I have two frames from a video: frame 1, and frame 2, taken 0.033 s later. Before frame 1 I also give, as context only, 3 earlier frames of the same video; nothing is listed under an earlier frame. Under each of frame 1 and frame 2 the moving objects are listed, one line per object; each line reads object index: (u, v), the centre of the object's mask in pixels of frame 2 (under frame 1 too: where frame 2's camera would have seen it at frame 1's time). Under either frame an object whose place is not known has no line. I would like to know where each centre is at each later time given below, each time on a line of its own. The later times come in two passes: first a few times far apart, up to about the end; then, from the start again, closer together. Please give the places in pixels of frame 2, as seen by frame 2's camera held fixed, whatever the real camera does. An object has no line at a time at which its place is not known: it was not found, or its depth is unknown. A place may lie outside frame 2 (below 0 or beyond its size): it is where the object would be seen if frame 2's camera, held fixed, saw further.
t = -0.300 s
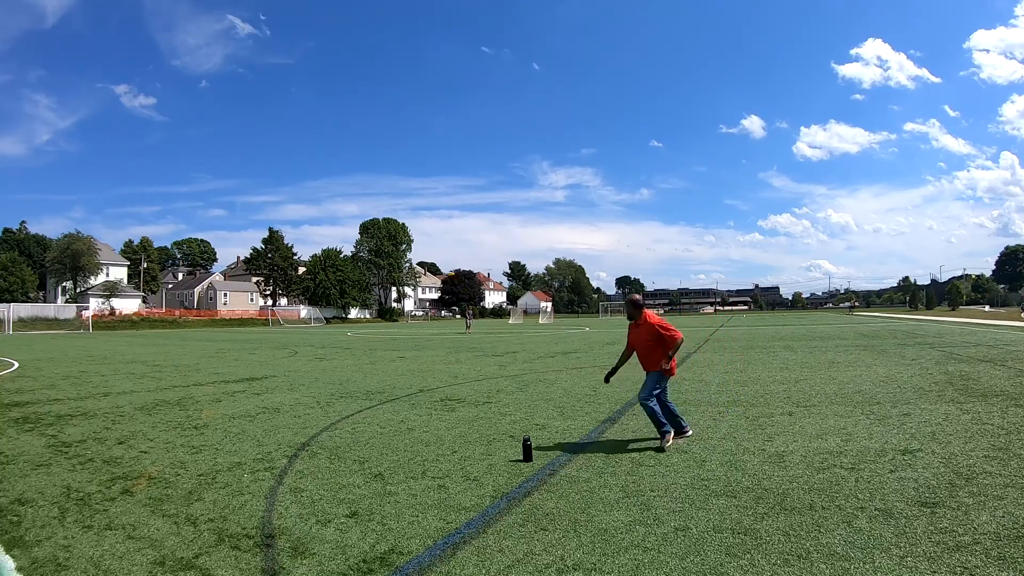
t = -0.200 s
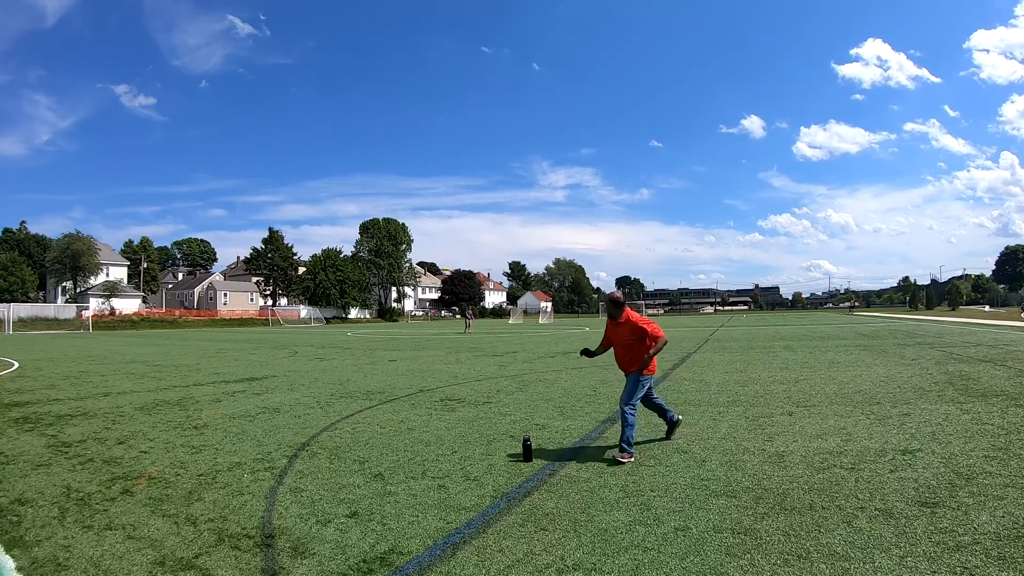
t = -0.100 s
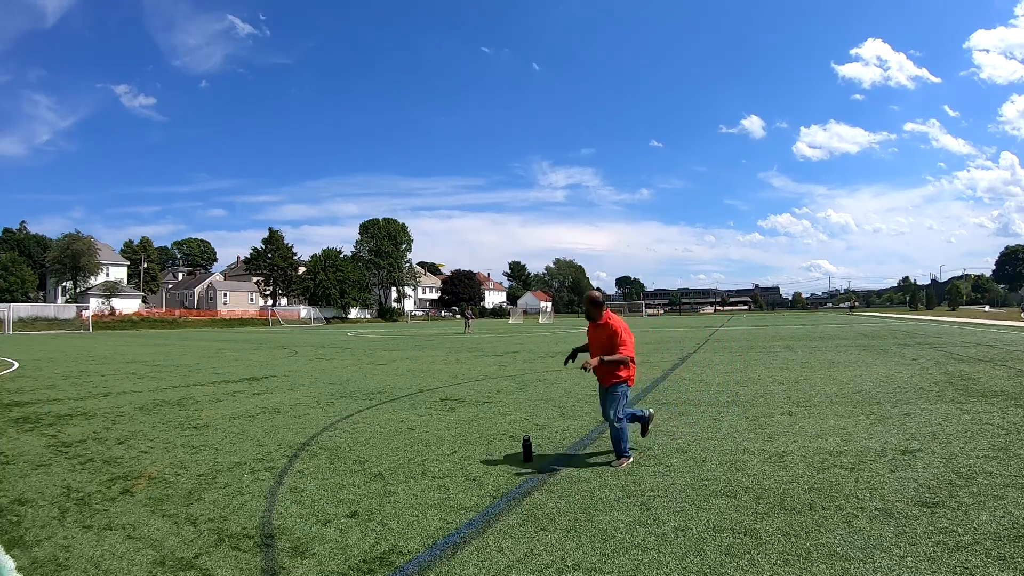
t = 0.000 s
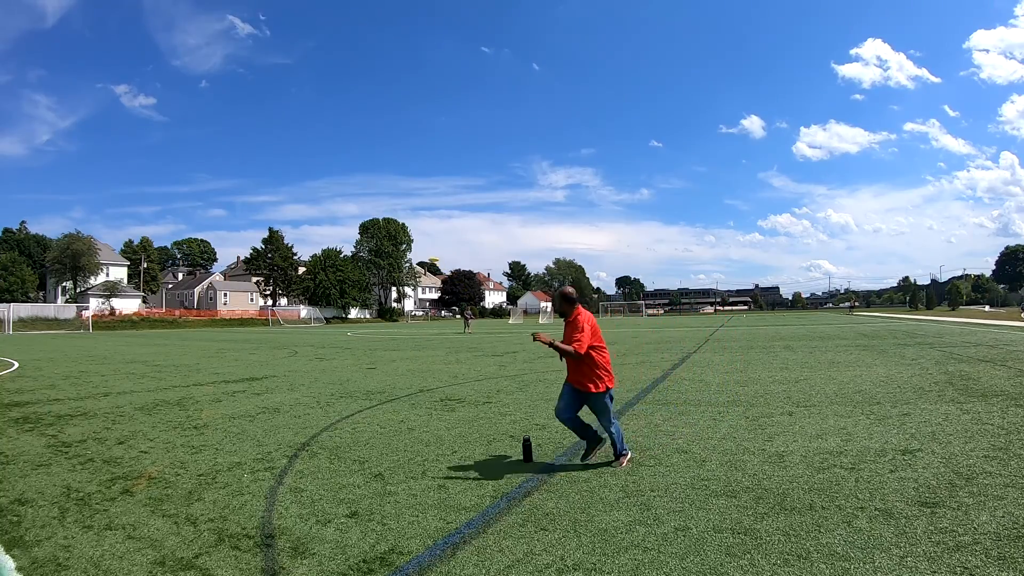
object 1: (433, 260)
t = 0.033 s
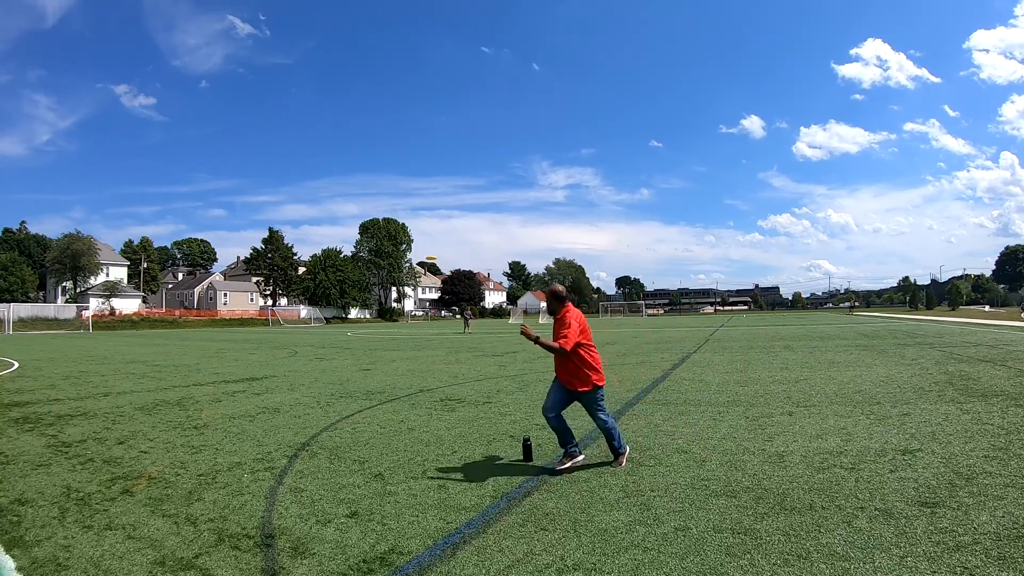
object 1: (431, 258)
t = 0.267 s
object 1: (411, 244)
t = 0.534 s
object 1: (372, 222)
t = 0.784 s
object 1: (308, 192)
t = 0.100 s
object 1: (426, 254)
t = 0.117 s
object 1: (424, 253)
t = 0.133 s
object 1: (423, 252)
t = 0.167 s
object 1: (420, 250)
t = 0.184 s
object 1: (418, 250)
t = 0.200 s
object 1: (417, 249)
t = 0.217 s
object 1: (416, 248)
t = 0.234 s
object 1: (414, 247)
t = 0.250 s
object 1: (412, 245)
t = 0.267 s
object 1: (411, 244)
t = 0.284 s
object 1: (408, 243)
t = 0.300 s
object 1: (407, 242)
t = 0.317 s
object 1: (405, 241)
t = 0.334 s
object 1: (402, 240)
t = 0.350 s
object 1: (401, 239)
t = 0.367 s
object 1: (399, 238)
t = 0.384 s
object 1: (396, 236)
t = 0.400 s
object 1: (394, 235)
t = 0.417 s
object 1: (391, 233)
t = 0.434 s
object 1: (389, 232)
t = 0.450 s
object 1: (386, 230)
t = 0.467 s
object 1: (383, 228)
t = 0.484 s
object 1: (381, 227)
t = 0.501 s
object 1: (378, 225)
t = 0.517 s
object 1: (375, 223)
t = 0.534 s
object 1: (372, 222)
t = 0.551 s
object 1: (369, 220)
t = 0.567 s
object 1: (365, 218)
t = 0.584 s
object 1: (362, 216)
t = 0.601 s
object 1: (358, 214)
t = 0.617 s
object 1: (355, 212)
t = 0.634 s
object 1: (351, 210)
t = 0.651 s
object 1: (347, 209)
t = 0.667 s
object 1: (343, 207)
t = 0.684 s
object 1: (338, 205)
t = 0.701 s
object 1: (334, 203)
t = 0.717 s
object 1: (329, 201)
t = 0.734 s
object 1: (324, 199)
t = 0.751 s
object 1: (319, 197)
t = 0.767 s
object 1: (314, 194)
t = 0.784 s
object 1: (308, 192)
